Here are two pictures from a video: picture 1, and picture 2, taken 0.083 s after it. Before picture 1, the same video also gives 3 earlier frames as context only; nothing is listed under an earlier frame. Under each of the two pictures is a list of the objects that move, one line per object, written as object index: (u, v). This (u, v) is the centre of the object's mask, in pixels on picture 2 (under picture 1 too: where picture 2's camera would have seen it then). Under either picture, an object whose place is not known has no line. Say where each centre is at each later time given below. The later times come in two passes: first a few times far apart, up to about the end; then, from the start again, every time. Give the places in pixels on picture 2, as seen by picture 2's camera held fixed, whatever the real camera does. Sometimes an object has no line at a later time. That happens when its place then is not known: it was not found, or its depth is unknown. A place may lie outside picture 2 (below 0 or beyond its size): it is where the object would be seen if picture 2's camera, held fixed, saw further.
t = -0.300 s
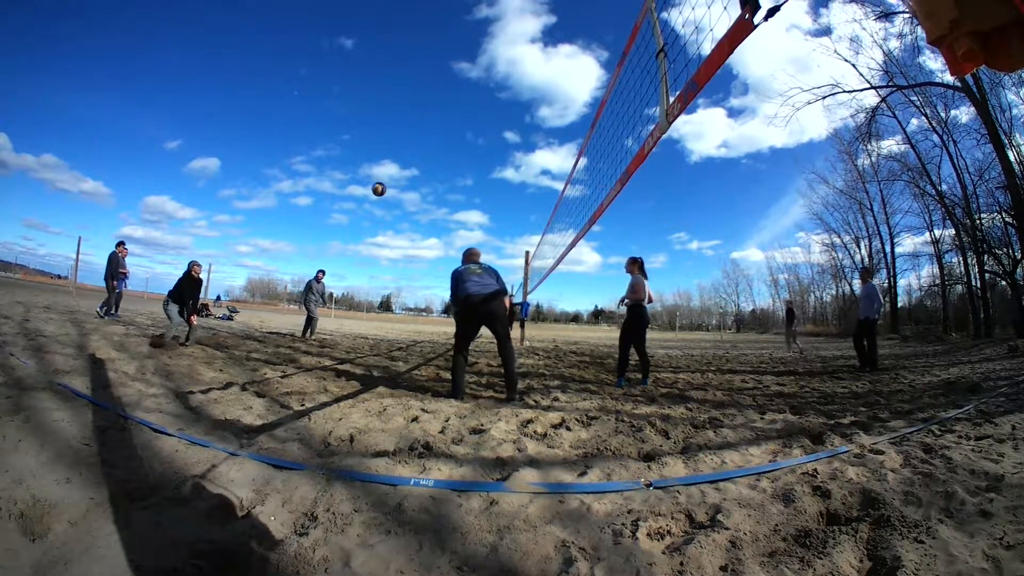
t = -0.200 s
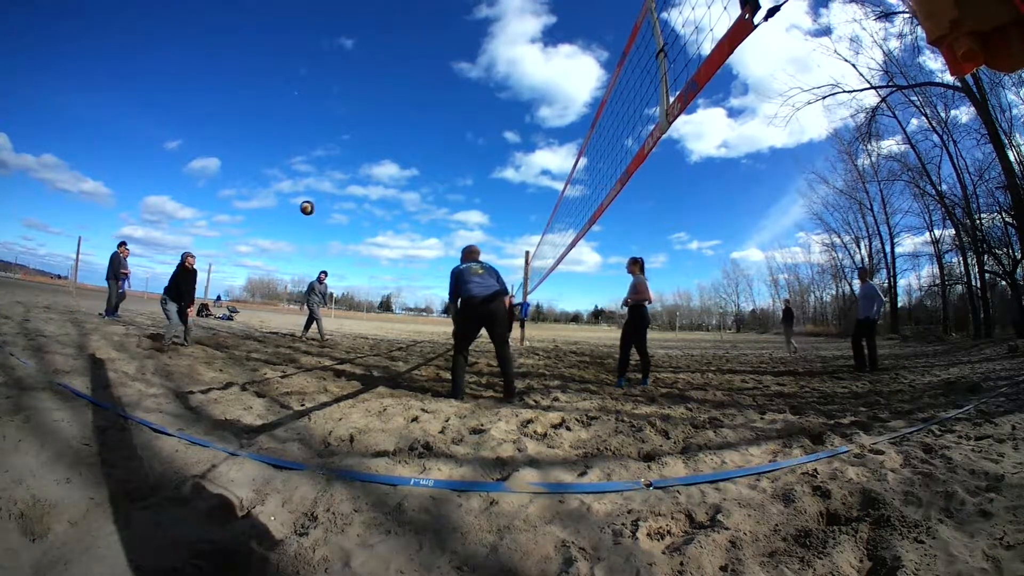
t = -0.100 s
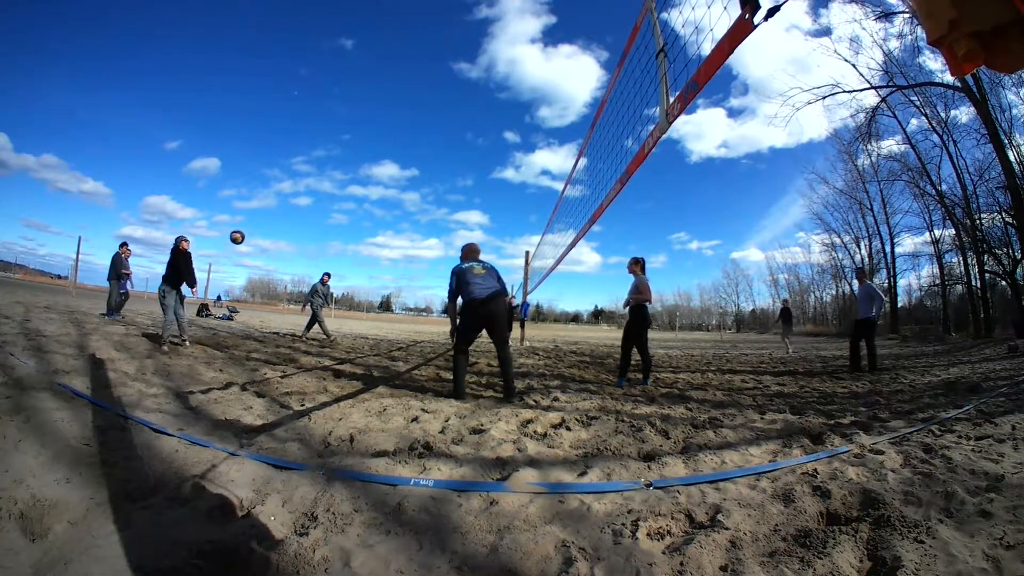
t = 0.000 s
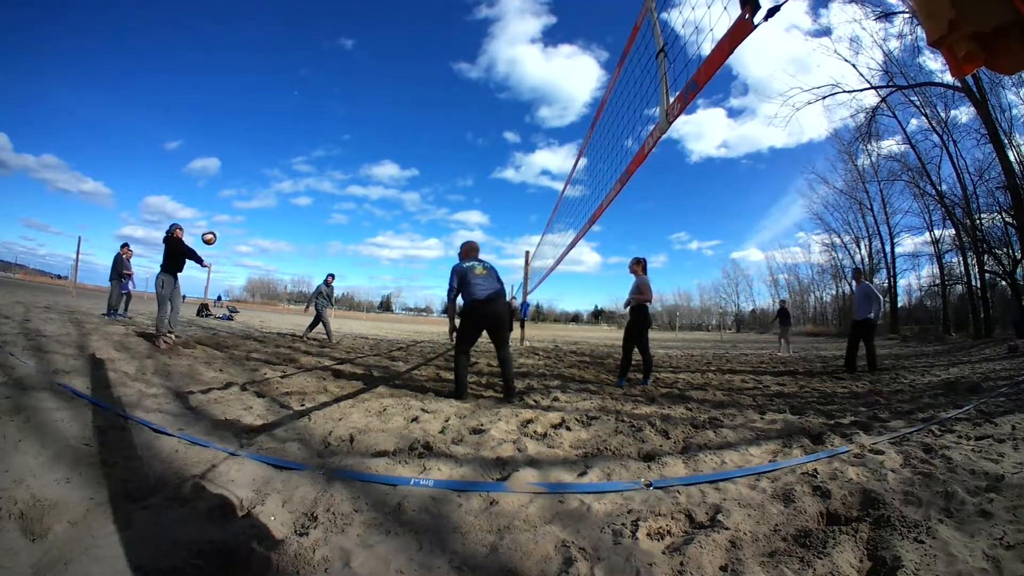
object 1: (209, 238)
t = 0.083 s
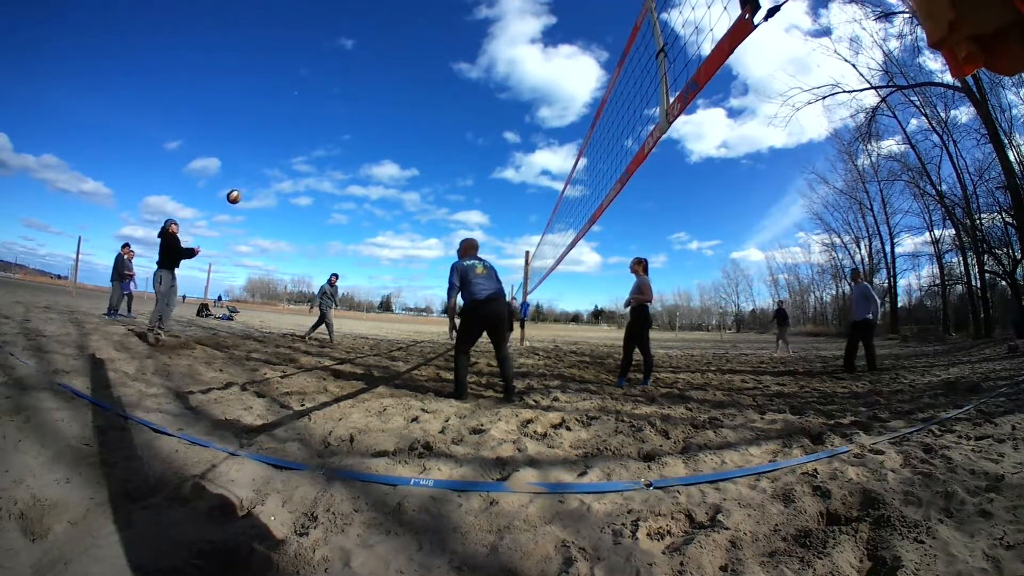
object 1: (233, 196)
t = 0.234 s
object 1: (279, 140)
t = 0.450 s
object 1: (337, 91)
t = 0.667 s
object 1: (385, 74)
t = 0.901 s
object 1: (430, 82)
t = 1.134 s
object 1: (468, 119)
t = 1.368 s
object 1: (504, 190)
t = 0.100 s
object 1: (239, 189)
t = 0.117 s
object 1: (244, 182)
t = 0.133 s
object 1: (249, 175)
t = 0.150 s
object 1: (254, 169)
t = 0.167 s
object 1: (259, 162)
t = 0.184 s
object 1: (264, 156)
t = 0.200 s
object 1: (269, 151)
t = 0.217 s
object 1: (274, 145)
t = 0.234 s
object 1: (279, 140)
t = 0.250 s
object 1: (283, 135)
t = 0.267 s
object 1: (288, 130)
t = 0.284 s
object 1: (293, 125)
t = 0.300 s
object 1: (298, 121)
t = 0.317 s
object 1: (302, 116)
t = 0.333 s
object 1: (307, 113)
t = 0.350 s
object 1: (311, 109)
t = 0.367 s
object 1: (316, 106)
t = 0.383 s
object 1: (320, 102)
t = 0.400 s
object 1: (325, 99)
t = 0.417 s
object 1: (328, 97)
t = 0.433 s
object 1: (333, 93)
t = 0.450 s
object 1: (337, 91)
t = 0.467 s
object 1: (341, 89)
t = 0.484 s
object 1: (345, 87)
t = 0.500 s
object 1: (349, 85)
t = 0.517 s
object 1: (353, 83)
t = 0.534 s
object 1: (357, 81)
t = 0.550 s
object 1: (360, 80)
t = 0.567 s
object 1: (364, 79)
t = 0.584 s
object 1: (368, 77)
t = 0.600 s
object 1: (371, 76)
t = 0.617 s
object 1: (375, 75)
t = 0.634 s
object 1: (378, 74)
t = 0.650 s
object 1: (381, 74)
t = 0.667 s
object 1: (385, 74)
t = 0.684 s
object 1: (389, 74)
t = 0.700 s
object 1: (392, 73)
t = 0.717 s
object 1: (396, 73)
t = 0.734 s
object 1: (398, 73)
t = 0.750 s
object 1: (401, 73)
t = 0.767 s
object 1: (405, 74)
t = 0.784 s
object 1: (408, 74)
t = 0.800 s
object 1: (411, 75)
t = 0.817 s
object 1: (414, 76)
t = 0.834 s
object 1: (417, 77)
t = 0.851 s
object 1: (420, 78)
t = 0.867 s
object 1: (424, 79)
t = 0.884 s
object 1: (427, 81)
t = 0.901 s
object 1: (430, 82)
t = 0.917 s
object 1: (433, 83)
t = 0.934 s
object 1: (436, 85)
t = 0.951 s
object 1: (439, 87)
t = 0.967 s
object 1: (441, 89)
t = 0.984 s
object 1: (444, 92)
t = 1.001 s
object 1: (447, 94)
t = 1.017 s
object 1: (450, 97)
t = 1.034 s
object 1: (452, 99)
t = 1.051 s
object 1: (455, 102)
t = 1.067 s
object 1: (458, 105)
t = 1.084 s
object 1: (460, 109)
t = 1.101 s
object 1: (463, 112)
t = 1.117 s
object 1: (465, 115)
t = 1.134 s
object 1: (468, 119)
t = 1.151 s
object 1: (471, 123)
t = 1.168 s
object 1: (473, 128)
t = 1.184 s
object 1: (476, 132)
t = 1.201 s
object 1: (478, 136)
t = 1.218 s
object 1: (481, 140)
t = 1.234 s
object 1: (484, 145)
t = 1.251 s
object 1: (486, 151)
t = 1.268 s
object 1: (489, 155)
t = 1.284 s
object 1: (491, 161)
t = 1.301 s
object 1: (494, 166)
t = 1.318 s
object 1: (496, 172)
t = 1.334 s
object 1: (499, 178)
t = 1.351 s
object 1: (502, 184)
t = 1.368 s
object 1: (504, 190)
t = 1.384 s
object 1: (507, 196)
